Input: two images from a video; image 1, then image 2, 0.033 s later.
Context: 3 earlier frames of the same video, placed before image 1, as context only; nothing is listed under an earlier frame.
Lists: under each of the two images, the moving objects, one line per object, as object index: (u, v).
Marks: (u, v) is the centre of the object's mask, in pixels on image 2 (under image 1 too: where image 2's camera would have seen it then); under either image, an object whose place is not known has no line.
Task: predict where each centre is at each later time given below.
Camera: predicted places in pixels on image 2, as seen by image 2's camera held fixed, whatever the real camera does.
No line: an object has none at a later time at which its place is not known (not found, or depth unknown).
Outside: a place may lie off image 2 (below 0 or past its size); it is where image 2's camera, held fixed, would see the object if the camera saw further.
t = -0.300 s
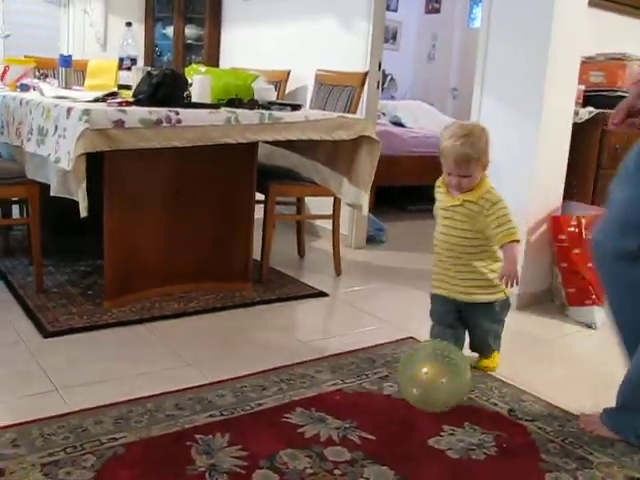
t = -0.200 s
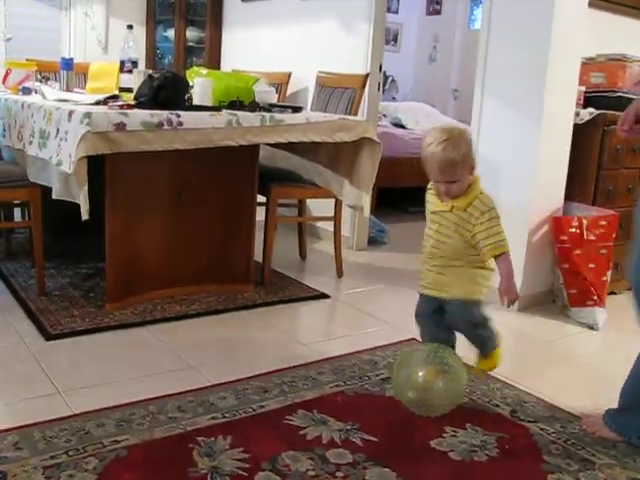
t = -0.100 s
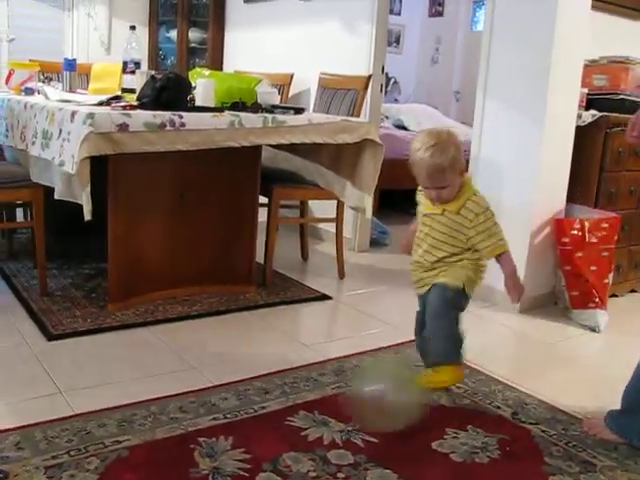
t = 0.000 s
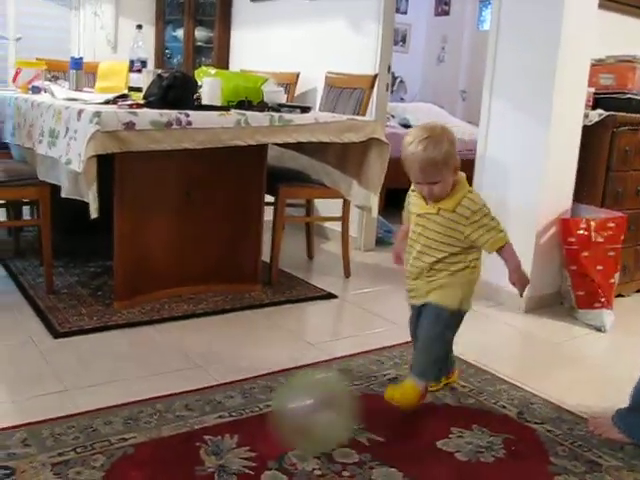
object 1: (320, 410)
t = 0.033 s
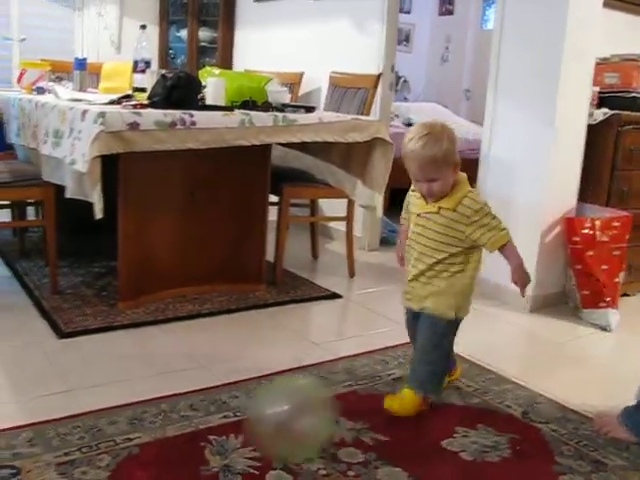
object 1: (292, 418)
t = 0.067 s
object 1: (261, 426)
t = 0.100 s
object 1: (230, 430)
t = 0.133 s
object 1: (199, 436)
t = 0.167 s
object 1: (168, 442)
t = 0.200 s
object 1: (135, 448)
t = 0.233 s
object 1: (104, 453)
